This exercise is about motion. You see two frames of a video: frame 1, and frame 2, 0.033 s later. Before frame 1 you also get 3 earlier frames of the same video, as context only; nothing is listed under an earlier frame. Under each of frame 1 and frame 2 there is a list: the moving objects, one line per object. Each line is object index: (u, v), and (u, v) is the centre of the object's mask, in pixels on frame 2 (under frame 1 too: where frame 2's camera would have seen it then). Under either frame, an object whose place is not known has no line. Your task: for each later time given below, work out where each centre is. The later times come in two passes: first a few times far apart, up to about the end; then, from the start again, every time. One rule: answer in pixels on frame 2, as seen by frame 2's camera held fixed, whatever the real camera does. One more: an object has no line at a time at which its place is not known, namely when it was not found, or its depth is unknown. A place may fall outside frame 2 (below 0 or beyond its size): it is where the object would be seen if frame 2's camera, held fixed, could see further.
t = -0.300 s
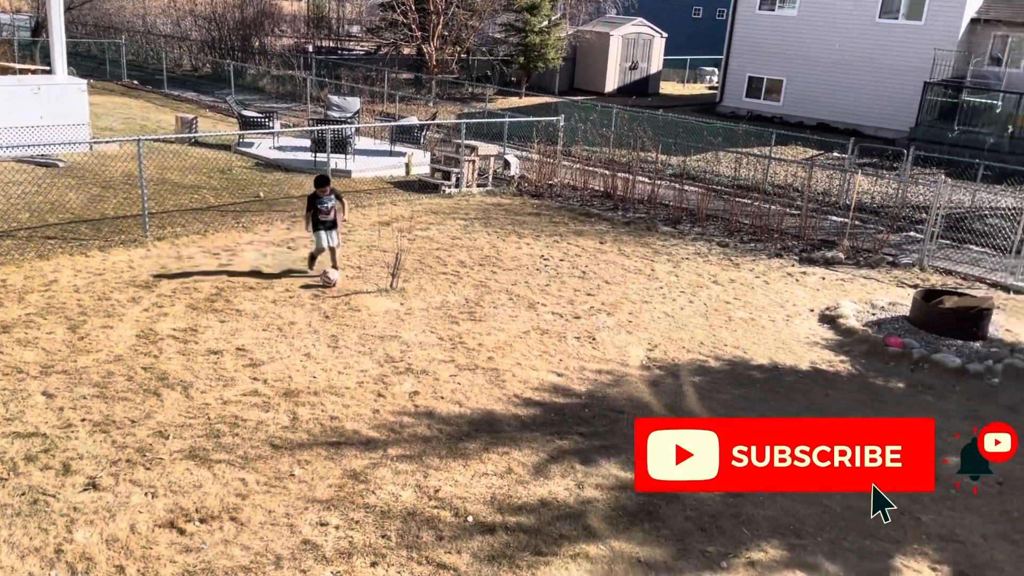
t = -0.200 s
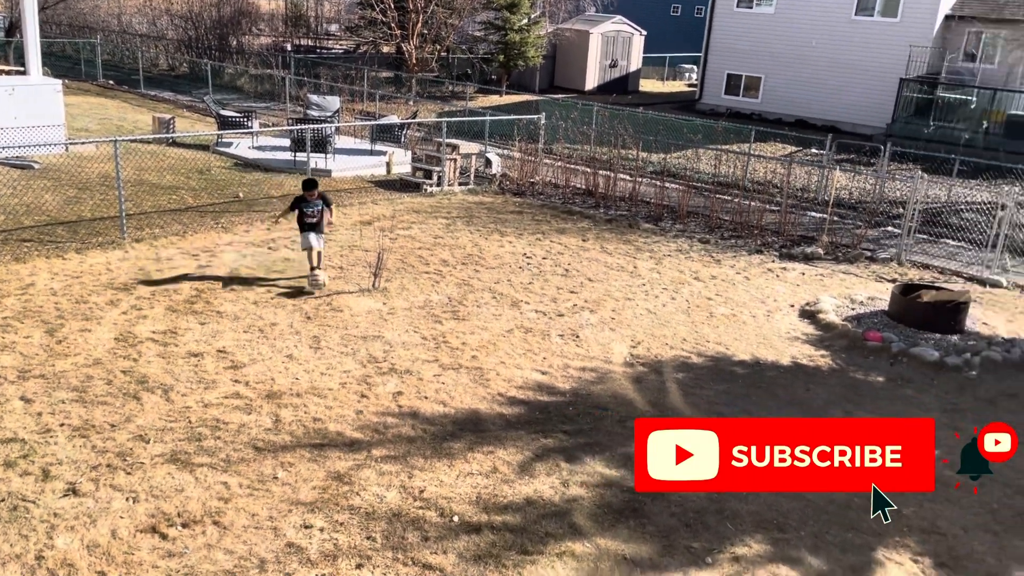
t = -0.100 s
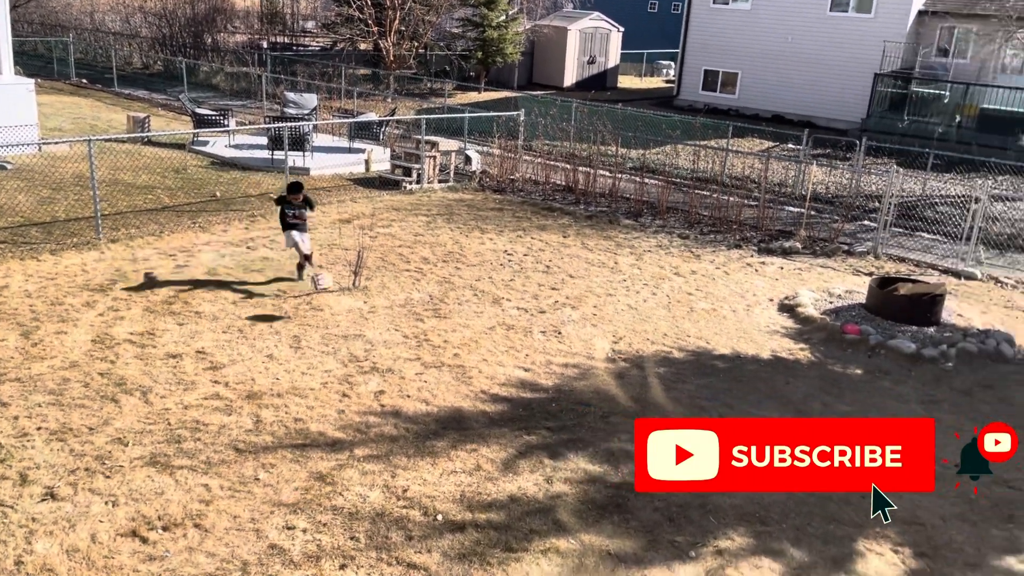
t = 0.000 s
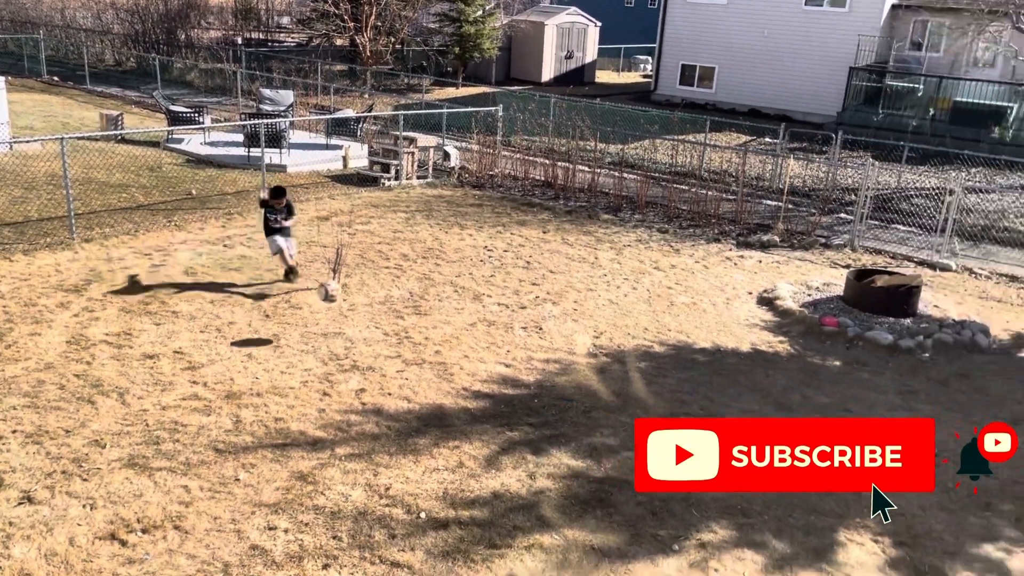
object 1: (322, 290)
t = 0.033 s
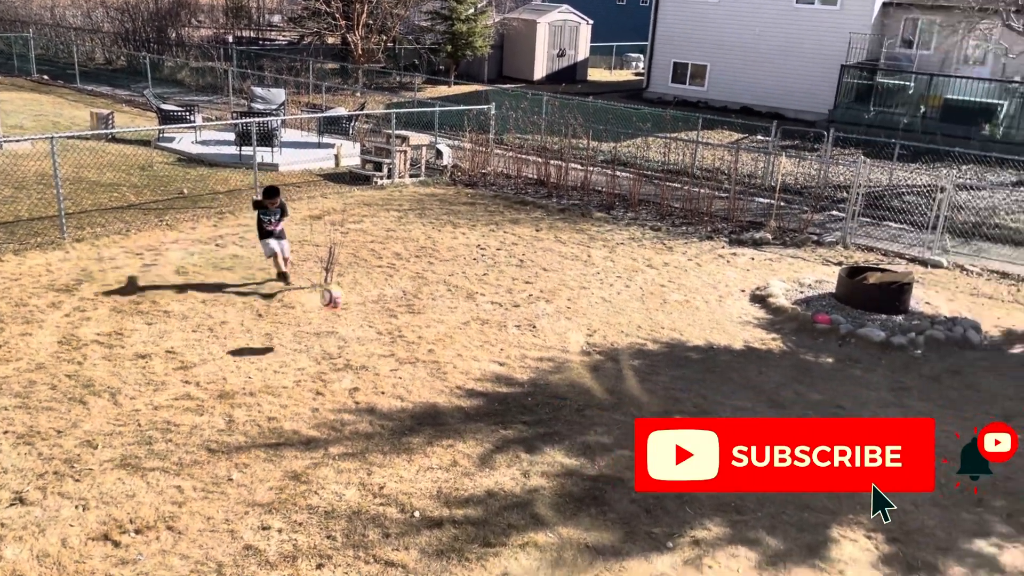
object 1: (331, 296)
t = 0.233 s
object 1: (406, 368)
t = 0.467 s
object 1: (508, 467)
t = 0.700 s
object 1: (613, 553)
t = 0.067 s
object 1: (343, 304)
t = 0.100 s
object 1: (353, 313)
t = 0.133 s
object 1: (367, 324)
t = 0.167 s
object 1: (380, 338)
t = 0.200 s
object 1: (394, 352)
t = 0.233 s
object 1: (406, 368)
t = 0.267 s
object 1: (421, 383)
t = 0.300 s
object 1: (436, 406)
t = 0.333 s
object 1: (452, 428)
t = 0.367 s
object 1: (468, 447)
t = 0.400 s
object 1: (481, 452)
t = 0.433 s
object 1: (495, 458)
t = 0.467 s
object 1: (508, 467)
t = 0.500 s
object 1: (522, 478)
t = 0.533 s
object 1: (537, 489)
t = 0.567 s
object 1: (553, 503)
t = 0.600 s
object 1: (569, 519)
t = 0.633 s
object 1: (586, 535)
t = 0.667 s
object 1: (599, 544)
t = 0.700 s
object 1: (613, 553)
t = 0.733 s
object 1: (627, 565)
